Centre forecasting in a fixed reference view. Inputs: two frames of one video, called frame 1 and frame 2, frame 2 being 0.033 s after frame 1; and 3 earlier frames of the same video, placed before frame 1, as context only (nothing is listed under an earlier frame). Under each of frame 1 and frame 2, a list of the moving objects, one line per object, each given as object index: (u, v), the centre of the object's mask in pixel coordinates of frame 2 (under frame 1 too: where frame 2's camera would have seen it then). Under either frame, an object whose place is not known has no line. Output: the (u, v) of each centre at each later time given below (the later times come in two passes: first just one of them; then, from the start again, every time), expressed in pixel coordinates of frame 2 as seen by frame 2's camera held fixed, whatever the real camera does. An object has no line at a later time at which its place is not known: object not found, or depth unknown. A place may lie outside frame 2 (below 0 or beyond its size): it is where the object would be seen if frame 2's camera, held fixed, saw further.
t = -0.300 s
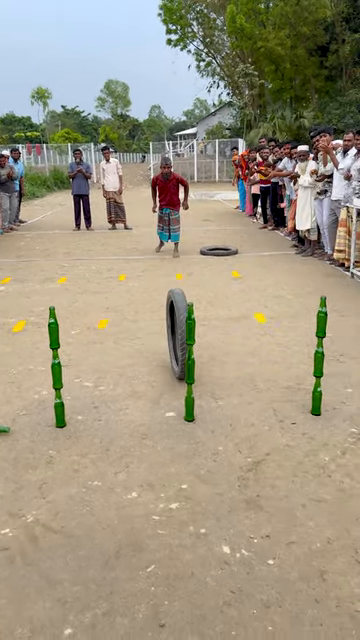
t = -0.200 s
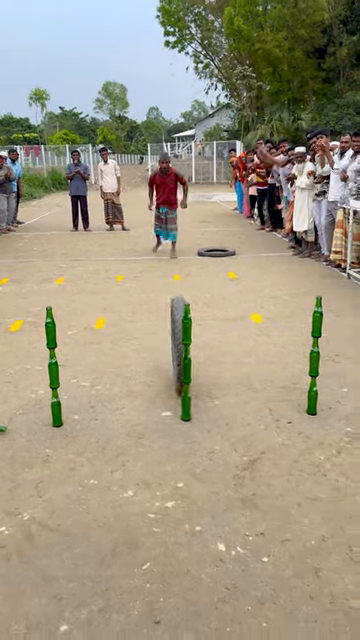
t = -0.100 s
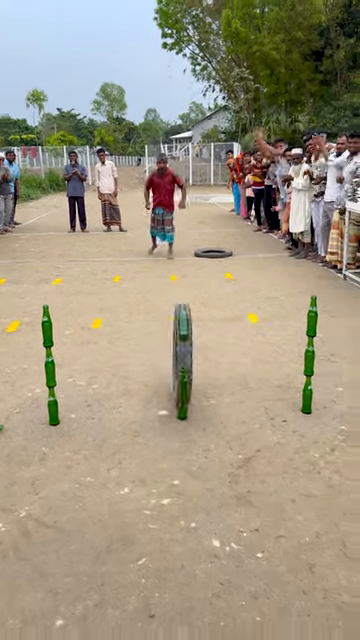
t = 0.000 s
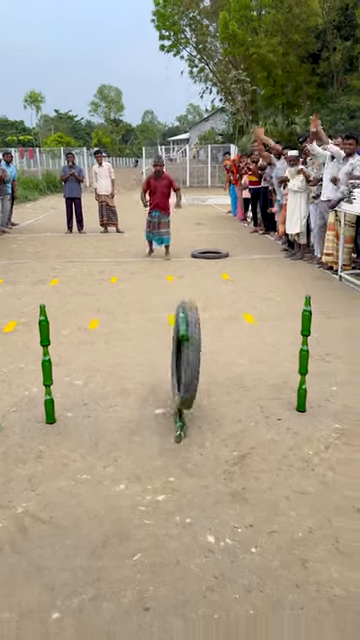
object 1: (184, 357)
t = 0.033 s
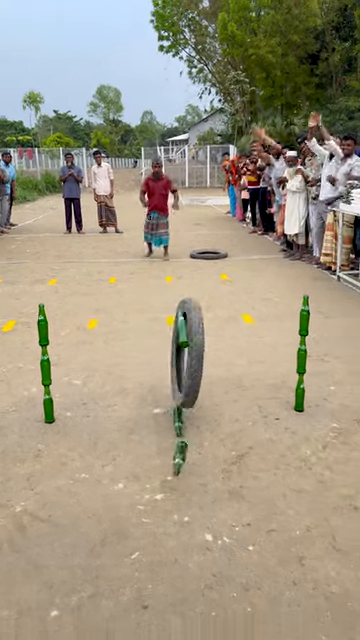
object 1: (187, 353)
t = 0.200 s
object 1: (206, 373)
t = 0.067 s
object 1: (190, 353)
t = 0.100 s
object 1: (193, 356)
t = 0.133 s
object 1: (197, 360)
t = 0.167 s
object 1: (200, 367)
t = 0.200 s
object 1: (206, 373)
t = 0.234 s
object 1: (208, 385)
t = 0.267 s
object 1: (210, 398)
